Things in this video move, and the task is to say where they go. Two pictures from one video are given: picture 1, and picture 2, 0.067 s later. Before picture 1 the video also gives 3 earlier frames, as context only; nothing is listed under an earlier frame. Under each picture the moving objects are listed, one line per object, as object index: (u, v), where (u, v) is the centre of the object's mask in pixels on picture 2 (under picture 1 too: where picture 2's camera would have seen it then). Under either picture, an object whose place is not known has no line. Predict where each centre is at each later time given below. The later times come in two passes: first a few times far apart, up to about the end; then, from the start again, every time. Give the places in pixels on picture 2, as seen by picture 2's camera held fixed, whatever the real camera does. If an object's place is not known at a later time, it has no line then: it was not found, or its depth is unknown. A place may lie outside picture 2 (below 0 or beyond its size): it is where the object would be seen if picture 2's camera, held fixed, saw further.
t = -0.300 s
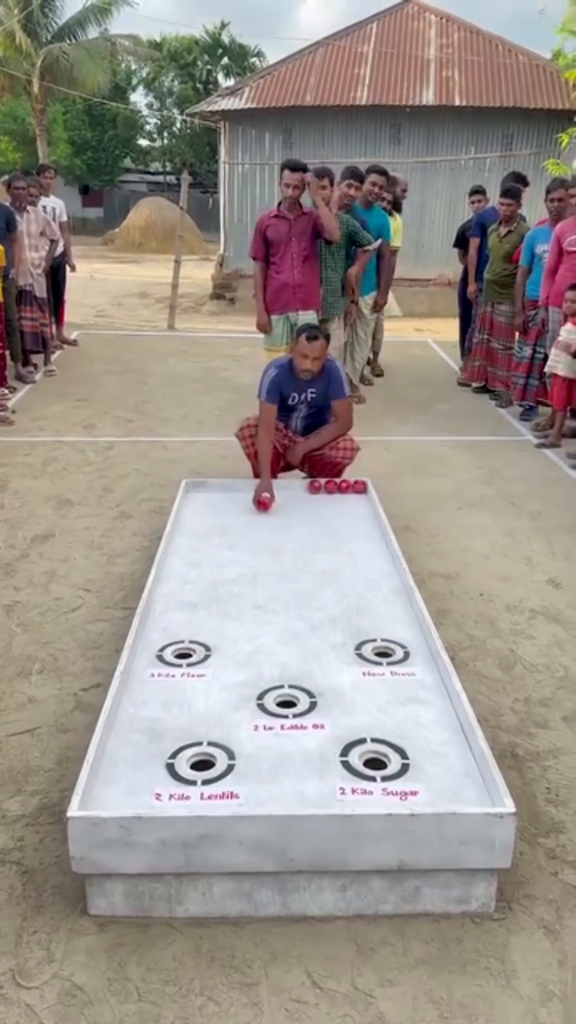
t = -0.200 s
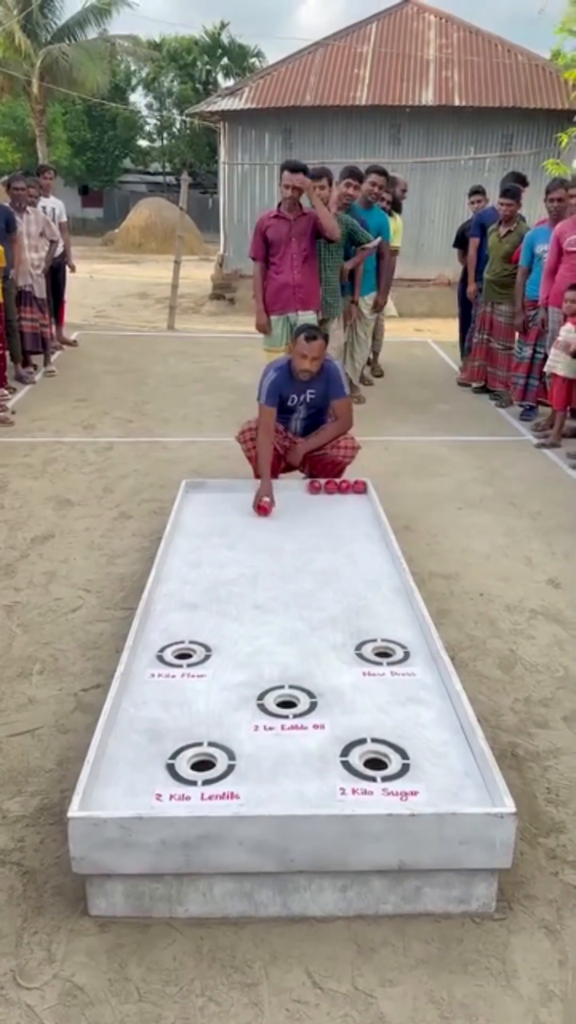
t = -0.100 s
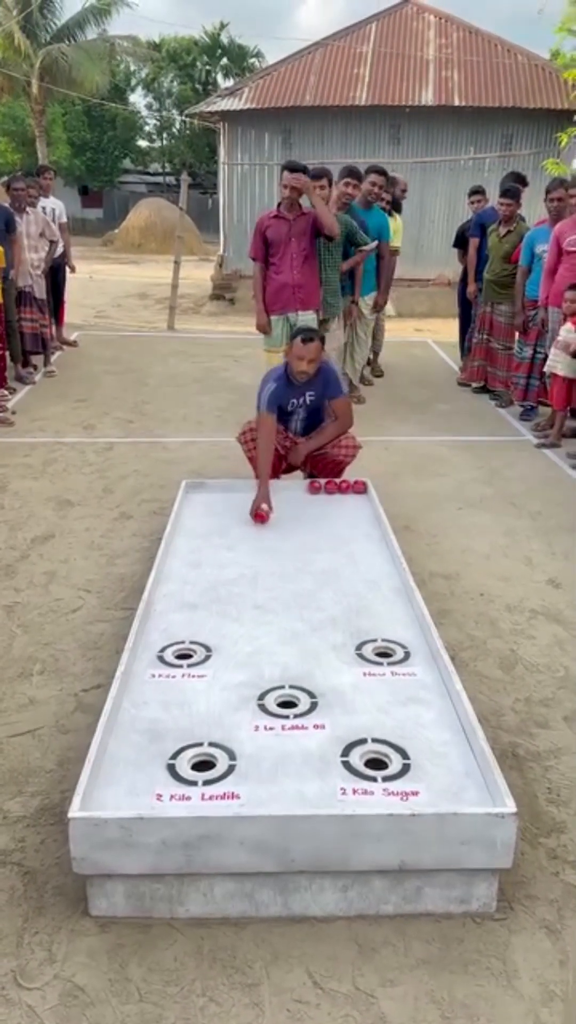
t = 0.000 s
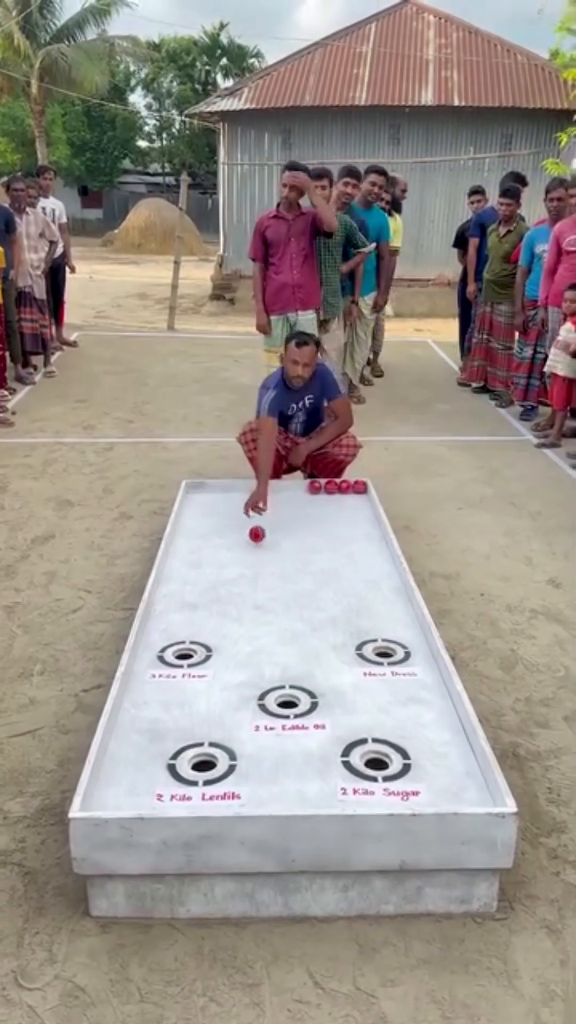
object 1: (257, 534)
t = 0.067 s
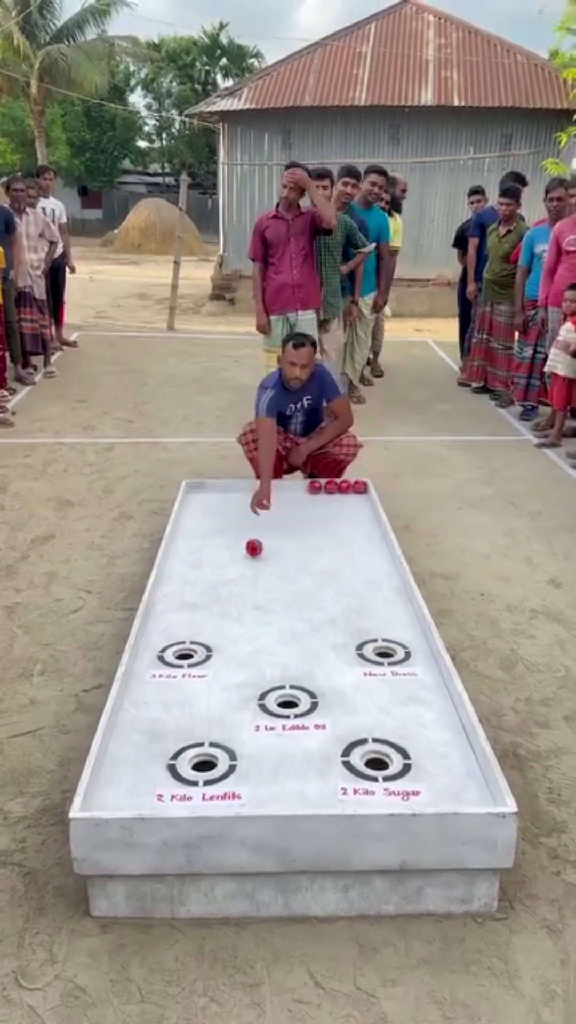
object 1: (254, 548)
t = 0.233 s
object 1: (248, 576)
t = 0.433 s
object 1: (241, 610)
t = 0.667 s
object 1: (229, 656)
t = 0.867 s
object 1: (215, 704)
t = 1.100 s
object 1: (204, 751)
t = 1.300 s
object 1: (226, 786)
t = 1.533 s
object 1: (246, 799)
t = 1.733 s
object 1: (264, 792)
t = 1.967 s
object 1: (281, 778)
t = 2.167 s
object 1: (297, 766)
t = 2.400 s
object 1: (318, 753)
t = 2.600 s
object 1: (332, 739)
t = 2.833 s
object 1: (346, 721)
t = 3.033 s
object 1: (358, 705)
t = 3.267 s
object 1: (367, 687)
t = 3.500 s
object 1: (375, 669)
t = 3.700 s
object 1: (380, 651)
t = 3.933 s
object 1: (395, 643)
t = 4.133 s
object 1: (411, 648)
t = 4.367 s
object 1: (425, 651)
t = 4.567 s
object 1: (423, 652)
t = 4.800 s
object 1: (420, 653)
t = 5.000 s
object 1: (418, 652)
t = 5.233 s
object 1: (417, 652)
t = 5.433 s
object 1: (418, 653)
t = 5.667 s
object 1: (418, 653)
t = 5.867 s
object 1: (417, 653)
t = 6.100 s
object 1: (417, 653)
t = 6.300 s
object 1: (417, 653)
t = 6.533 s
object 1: (417, 653)
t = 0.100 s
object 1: (252, 555)
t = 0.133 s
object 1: (252, 561)
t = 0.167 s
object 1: (251, 566)
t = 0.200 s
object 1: (249, 571)
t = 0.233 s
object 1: (248, 576)
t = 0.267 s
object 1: (247, 582)
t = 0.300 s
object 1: (246, 587)
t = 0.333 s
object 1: (245, 593)
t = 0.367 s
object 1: (244, 599)
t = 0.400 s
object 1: (242, 604)
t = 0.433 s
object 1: (241, 610)
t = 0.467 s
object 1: (240, 616)
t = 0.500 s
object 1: (238, 623)
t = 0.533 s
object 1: (236, 629)
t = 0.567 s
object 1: (234, 636)
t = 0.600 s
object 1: (233, 643)
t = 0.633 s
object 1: (231, 649)
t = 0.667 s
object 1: (229, 656)
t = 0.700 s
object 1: (226, 664)
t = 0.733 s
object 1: (224, 671)
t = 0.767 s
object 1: (222, 679)
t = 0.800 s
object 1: (220, 687)
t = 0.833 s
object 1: (217, 695)
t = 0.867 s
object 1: (215, 704)
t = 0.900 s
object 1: (212, 713)
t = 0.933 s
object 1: (209, 721)
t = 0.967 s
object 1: (206, 730)
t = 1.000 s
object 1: (203, 740)
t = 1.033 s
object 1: (200, 752)
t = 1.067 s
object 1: (201, 753)
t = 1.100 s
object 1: (204, 751)
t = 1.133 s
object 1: (209, 753)
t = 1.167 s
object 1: (213, 759)
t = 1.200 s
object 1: (217, 768)
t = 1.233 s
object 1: (220, 773)
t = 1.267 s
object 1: (224, 779)
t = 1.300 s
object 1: (226, 786)
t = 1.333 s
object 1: (229, 791)
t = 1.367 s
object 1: (232, 795)
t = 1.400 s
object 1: (235, 798)
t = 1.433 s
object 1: (238, 801)
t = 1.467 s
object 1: (241, 800)
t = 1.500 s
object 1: (244, 800)
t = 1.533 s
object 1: (246, 799)
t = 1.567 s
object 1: (249, 798)
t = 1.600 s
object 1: (252, 797)
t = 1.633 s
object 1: (255, 796)
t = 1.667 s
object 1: (258, 795)
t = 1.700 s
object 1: (261, 794)
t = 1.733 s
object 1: (264, 792)
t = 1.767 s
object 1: (266, 791)
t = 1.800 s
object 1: (269, 789)
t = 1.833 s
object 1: (272, 787)
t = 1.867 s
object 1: (274, 785)
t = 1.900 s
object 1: (276, 783)
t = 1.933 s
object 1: (279, 781)
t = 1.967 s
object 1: (281, 778)
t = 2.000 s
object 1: (283, 776)
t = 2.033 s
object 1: (286, 774)
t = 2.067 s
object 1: (289, 772)
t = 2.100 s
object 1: (291, 770)
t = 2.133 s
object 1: (294, 768)
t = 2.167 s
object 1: (297, 766)
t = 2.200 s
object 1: (301, 765)
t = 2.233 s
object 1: (304, 763)
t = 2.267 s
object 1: (306, 761)
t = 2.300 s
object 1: (309, 759)
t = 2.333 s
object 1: (312, 757)
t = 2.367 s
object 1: (315, 755)
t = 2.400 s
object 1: (318, 753)
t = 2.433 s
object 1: (320, 751)
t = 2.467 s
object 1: (323, 748)
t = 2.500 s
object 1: (325, 746)
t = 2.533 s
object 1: (328, 743)
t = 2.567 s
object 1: (330, 741)
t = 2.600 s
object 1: (332, 739)
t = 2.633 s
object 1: (334, 736)
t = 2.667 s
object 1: (336, 733)
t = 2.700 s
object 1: (338, 731)
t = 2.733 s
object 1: (340, 729)
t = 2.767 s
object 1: (342, 726)
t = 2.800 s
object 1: (344, 723)
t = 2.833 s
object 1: (346, 721)
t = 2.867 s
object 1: (348, 718)
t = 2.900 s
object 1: (350, 716)
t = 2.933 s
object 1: (352, 713)
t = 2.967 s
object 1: (354, 711)
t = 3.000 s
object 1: (356, 709)
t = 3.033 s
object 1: (358, 705)
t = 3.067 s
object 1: (359, 703)
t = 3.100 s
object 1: (361, 701)
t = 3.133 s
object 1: (362, 698)
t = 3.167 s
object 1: (364, 695)
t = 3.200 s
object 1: (364, 693)
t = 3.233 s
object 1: (366, 690)
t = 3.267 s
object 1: (367, 687)
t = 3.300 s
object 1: (368, 684)
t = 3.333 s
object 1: (369, 682)
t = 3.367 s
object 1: (370, 679)
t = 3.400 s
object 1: (372, 676)
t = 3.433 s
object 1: (373, 674)
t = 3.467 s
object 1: (374, 671)
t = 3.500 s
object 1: (375, 669)
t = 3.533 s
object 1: (376, 666)
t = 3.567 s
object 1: (377, 663)
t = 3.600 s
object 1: (378, 660)
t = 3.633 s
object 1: (378, 657)
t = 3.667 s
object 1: (378, 654)
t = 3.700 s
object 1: (380, 651)
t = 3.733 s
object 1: (380, 649)
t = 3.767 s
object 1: (381, 646)
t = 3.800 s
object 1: (382, 645)
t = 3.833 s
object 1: (383, 646)
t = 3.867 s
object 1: (387, 646)
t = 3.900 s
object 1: (390, 645)
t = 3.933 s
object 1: (395, 643)
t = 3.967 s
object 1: (397, 644)
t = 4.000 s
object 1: (400, 646)
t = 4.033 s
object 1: (403, 646)
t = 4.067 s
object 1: (406, 646)
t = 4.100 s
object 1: (408, 647)
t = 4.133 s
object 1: (411, 648)
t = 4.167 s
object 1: (413, 648)
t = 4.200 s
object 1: (416, 649)
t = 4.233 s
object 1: (418, 649)
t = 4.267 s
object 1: (419, 650)
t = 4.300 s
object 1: (422, 650)
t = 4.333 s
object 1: (424, 651)
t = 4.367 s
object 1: (425, 651)
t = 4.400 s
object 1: (425, 651)
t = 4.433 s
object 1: (425, 651)
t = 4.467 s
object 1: (424, 652)
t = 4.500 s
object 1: (423, 652)
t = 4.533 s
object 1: (423, 652)
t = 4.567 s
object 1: (423, 652)
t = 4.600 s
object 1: (422, 652)
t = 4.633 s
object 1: (422, 653)
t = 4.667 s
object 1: (422, 653)
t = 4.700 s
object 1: (421, 653)
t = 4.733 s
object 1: (421, 653)
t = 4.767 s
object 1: (420, 653)
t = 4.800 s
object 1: (420, 653)
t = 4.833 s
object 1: (420, 653)
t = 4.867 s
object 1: (419, 652)
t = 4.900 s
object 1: (419, 652)
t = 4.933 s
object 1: (418, 652)
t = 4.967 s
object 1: (418, 652)
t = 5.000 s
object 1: (418, 652)
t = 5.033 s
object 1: (417, 652)
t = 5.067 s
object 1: (417, 652)
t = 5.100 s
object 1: (417, 652)
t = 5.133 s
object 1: (417, 652)
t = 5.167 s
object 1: (417, 652)
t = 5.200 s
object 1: (417, 652)
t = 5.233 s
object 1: (417, 652)
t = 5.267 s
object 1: (417, 653)
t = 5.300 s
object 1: (417, 653)
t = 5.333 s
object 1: (418, 653)
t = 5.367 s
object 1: (418, 653)
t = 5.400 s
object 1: (418, 653)
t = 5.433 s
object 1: (418, 653)
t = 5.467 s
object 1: (418, 653)
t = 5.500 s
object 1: (418, 653)
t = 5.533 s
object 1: (418, 653)
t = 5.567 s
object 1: (418, 653)
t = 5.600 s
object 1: (418, 653)
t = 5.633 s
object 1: (418, 653)
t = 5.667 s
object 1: (418, 653)
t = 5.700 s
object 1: (418, 653)
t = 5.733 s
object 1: (417, 653)
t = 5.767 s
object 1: (417, 653)
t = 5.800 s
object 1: (418, 653)
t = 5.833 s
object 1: (417, 653)
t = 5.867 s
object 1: (417, 653)
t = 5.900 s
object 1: (417, 653)
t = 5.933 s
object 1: (417, 653)
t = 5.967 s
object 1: (417, 653)
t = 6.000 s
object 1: (417, 653)
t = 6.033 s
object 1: (417, 653)
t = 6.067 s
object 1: (417, 653)
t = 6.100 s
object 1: (417, 653)
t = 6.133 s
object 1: (417, 653)
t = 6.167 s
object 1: (417, 653)
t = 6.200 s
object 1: (417, 653)
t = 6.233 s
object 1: (417, 653)
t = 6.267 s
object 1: (417, 653)
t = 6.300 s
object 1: (417, 653)
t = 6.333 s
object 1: (417, 653)
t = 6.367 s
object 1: (417, 653)
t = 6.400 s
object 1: (417, 653)
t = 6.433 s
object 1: (417, 653)
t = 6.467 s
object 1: (417, 653)
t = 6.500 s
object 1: (417, 653)
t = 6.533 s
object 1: (417, 653)
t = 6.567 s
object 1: (417, 653)
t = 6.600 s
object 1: (417, 653)
